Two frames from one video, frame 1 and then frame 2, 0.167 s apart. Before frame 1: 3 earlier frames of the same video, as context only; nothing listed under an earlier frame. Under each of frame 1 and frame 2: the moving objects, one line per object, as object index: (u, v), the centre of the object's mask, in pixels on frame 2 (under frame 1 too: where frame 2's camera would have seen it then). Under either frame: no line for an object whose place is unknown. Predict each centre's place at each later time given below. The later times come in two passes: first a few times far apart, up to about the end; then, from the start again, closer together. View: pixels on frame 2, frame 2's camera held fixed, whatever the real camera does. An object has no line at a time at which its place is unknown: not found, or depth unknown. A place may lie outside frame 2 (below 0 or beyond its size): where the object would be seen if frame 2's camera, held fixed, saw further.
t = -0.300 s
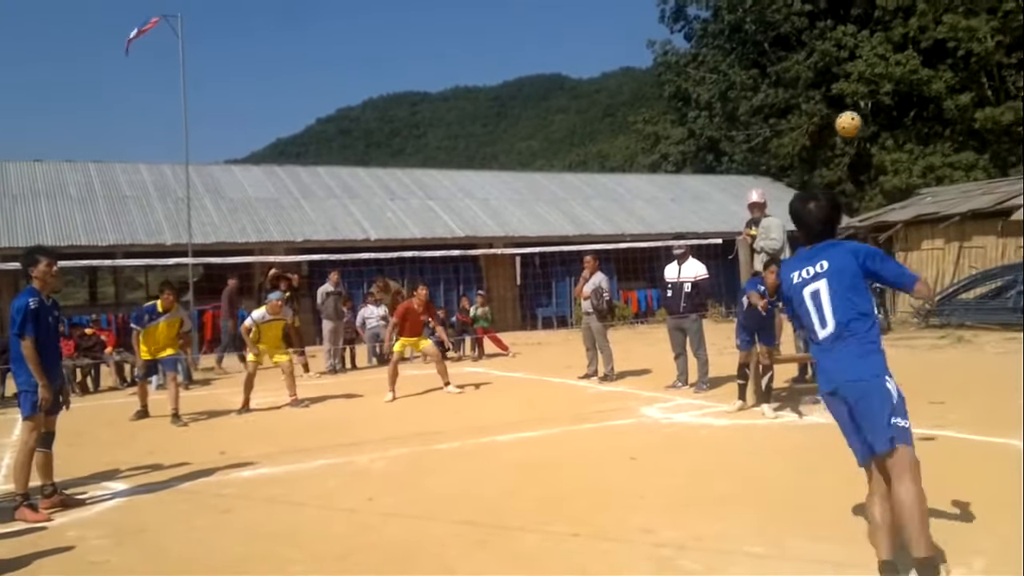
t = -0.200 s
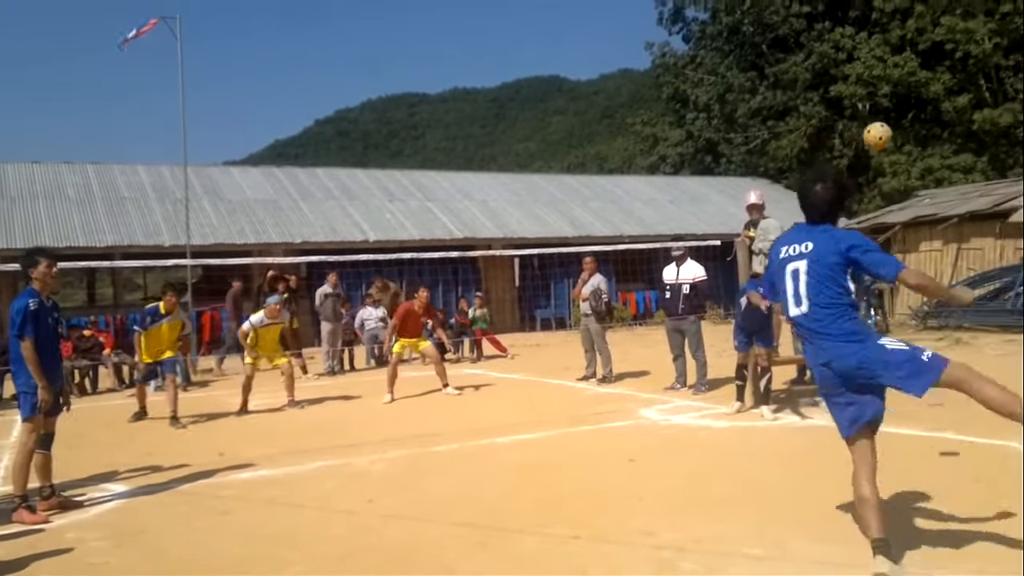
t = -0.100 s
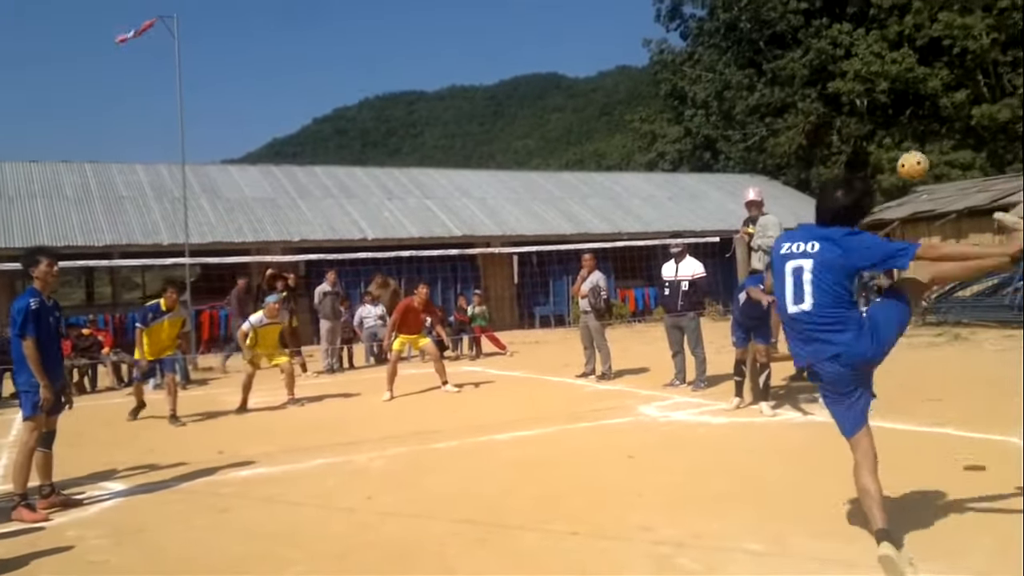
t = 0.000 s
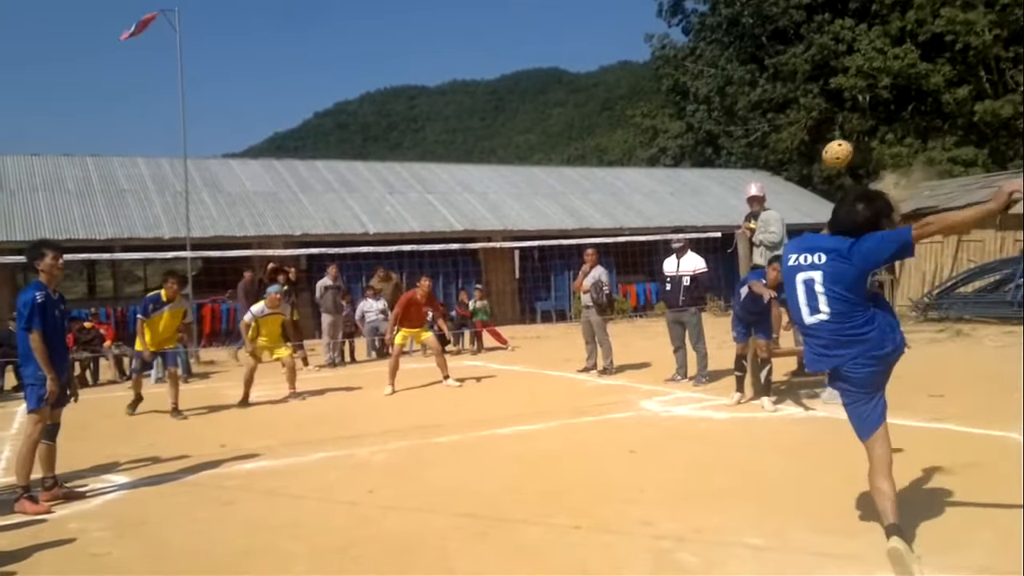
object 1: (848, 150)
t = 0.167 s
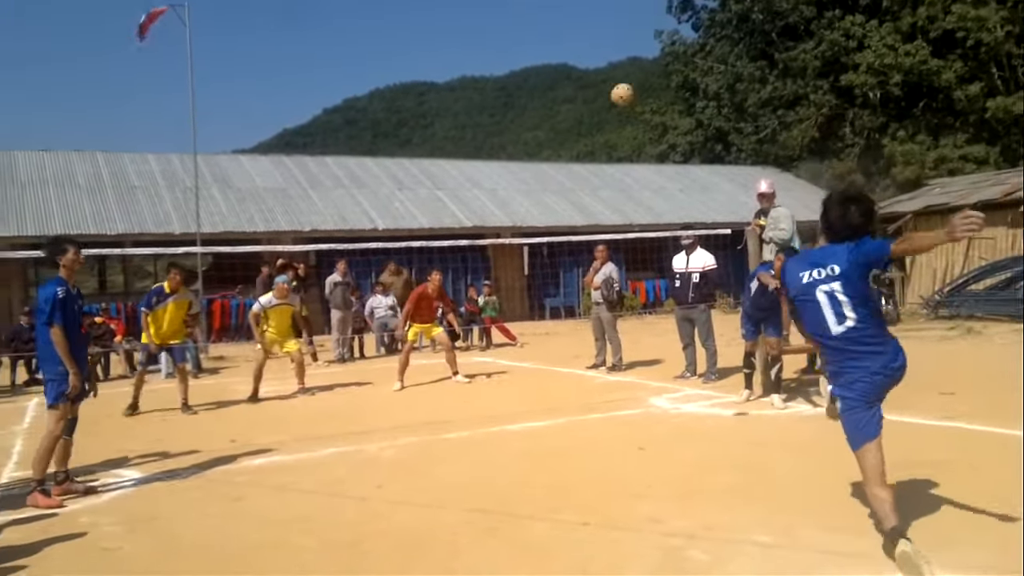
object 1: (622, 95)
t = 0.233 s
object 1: (560, 89)
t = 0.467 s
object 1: (407, 115)
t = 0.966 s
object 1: (248, 283)
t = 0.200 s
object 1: (589, 91)
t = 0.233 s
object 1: (560, 89)
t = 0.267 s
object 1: (532, 90)
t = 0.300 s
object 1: (507, 91)
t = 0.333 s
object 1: (484, 94)
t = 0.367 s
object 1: (463, 97)
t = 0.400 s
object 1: (443, 102)
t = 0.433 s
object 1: (424, 108)
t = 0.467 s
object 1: (407, 115)
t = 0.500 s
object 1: (391, 123)
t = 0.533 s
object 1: (376, 131)
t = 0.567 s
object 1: (362, 139)
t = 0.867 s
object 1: (270, 241)
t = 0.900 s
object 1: (262, 255)
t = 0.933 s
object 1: (255, 269)
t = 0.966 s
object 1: (248, 283)
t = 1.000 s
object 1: (241, 295)
